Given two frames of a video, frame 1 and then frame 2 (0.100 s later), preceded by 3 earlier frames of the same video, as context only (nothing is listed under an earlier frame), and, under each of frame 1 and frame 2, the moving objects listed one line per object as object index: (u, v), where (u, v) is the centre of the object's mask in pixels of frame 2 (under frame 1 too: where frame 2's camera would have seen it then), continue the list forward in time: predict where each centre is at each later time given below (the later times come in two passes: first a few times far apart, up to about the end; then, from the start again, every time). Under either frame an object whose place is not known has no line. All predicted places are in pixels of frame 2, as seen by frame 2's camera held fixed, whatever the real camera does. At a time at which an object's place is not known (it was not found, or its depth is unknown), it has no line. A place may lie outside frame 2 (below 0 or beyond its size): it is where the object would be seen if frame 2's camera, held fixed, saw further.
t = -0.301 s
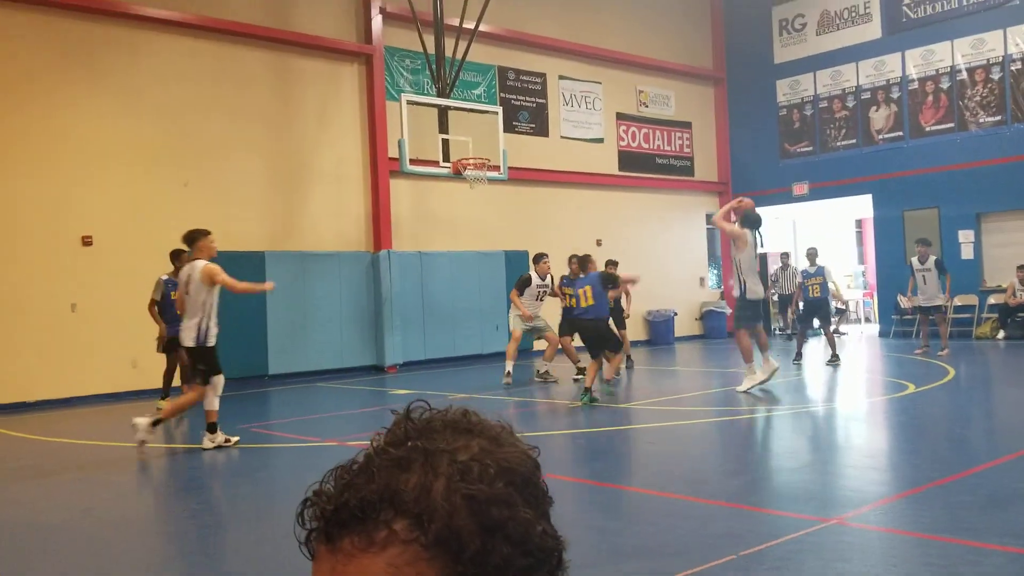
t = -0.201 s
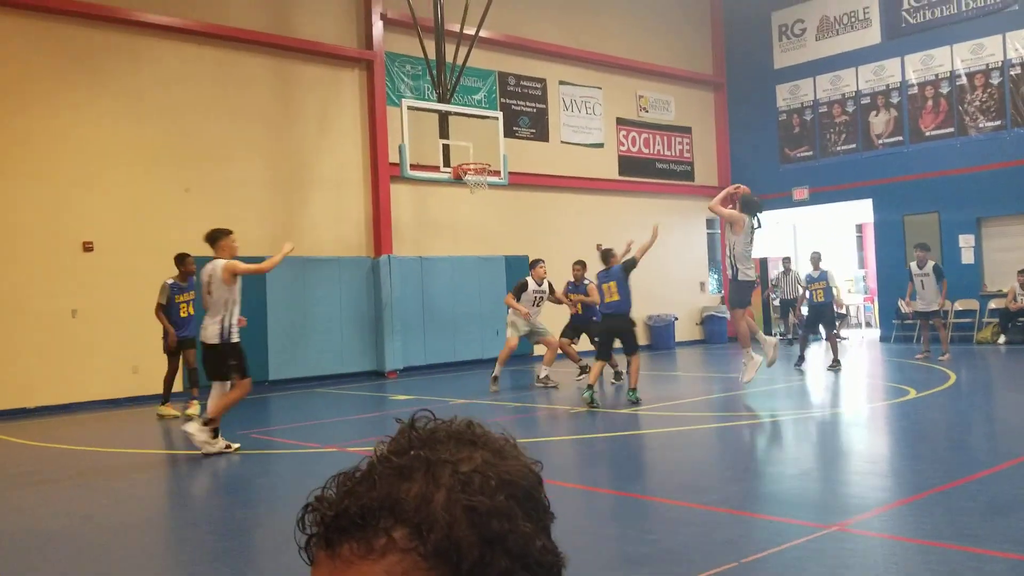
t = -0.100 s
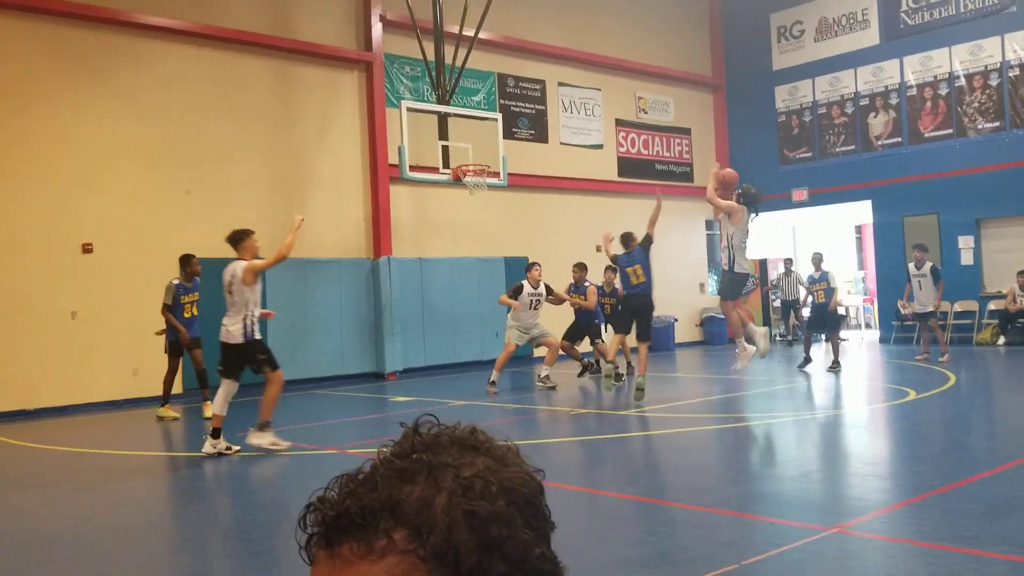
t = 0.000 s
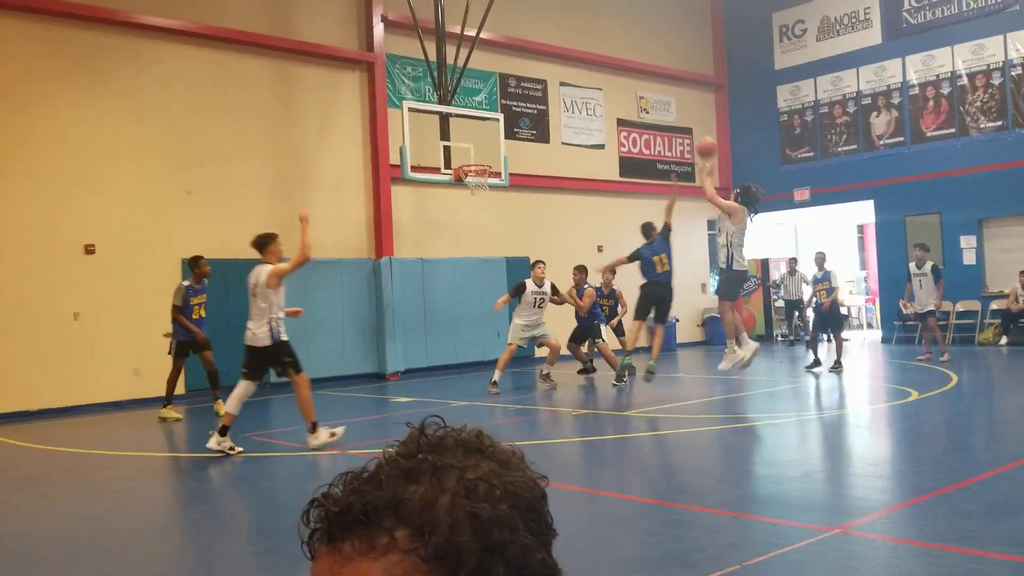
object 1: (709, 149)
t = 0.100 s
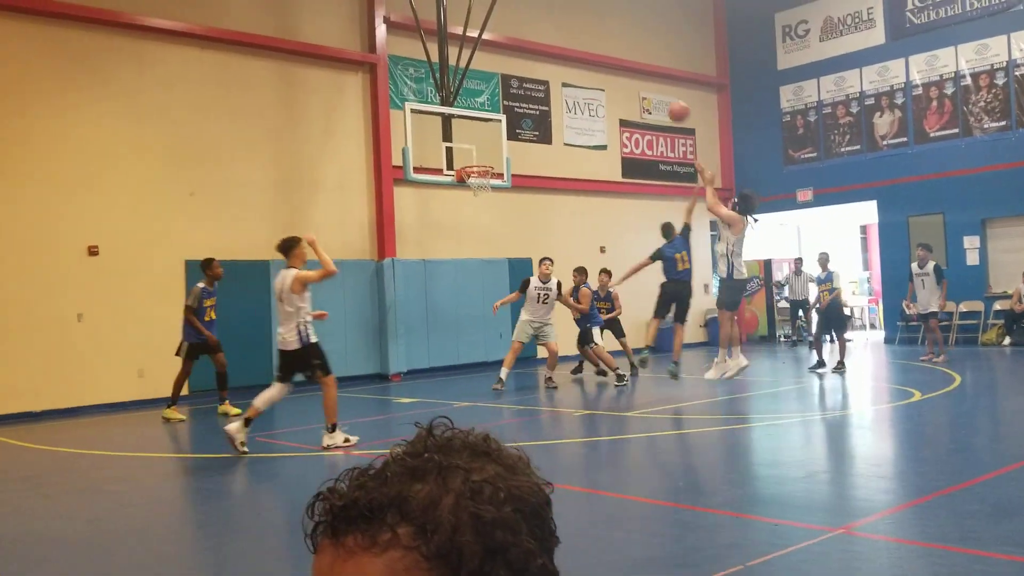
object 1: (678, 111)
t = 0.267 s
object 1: (633, 73)
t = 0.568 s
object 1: (565, 64)
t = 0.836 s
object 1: (516, 109)
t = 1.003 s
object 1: (490, 159)
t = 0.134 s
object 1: (669, 102)
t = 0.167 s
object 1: (659, 92)
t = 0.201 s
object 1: (650, 85)
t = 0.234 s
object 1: (641, 78)
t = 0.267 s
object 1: (633, 73)
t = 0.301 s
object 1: (624, 68)
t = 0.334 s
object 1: (617, 64)
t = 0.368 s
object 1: (609, 62)
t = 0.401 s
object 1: (601, 60)
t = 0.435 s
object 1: (594, 59)
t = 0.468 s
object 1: (586, 60)
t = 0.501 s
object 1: (579, 60)
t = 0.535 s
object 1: (572, 61)
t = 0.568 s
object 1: (565, 64)
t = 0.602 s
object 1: (558, 67)
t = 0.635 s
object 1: (552, 71)
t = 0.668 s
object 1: (546, 75)
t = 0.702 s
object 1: (539, 81)
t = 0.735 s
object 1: (534, 87)
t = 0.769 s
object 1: (528, 93)
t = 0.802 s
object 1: (522, 101)
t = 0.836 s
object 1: (516, 109)
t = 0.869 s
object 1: (511, 117)
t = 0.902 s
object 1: (505, 127)
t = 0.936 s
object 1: (499, 137)
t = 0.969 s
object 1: (495, 148)
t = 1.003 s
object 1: (490, 159)
